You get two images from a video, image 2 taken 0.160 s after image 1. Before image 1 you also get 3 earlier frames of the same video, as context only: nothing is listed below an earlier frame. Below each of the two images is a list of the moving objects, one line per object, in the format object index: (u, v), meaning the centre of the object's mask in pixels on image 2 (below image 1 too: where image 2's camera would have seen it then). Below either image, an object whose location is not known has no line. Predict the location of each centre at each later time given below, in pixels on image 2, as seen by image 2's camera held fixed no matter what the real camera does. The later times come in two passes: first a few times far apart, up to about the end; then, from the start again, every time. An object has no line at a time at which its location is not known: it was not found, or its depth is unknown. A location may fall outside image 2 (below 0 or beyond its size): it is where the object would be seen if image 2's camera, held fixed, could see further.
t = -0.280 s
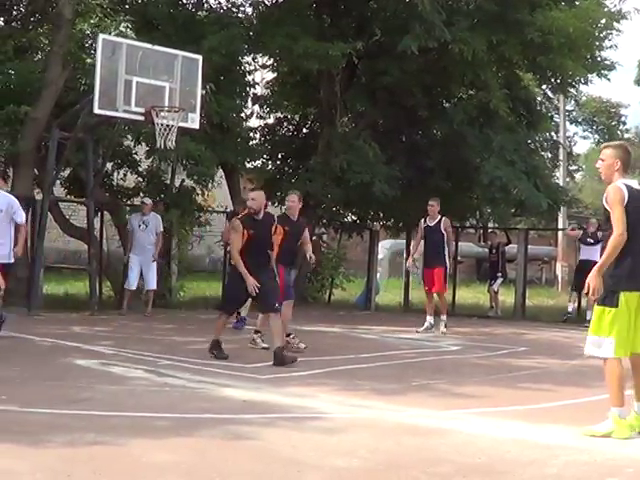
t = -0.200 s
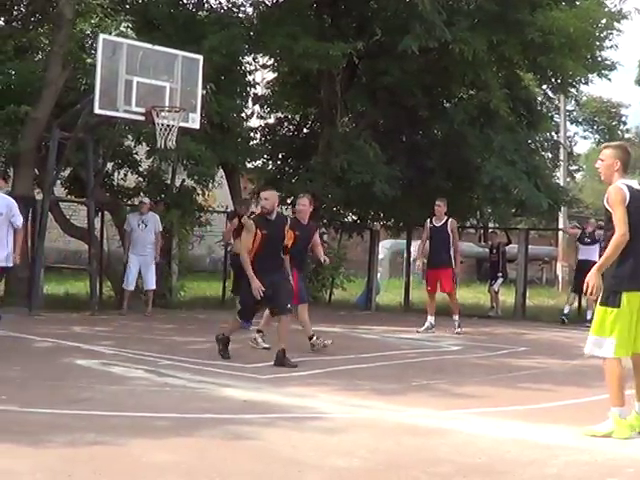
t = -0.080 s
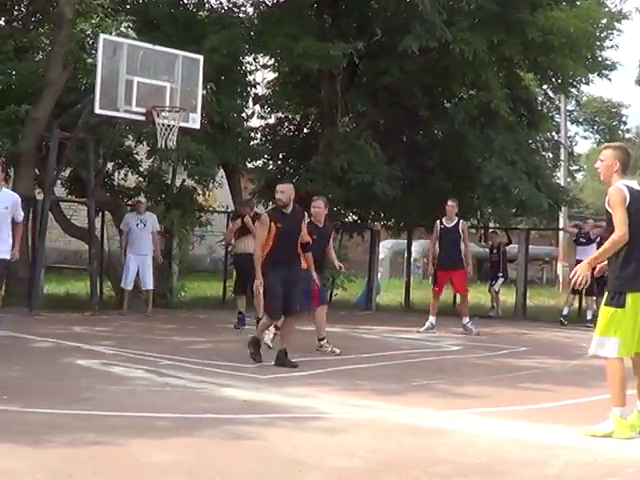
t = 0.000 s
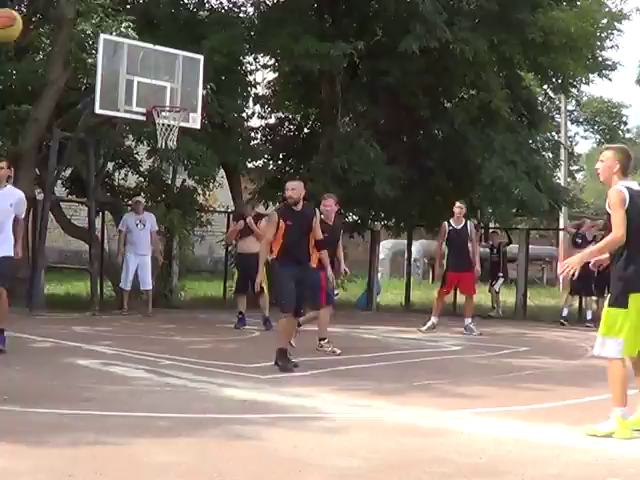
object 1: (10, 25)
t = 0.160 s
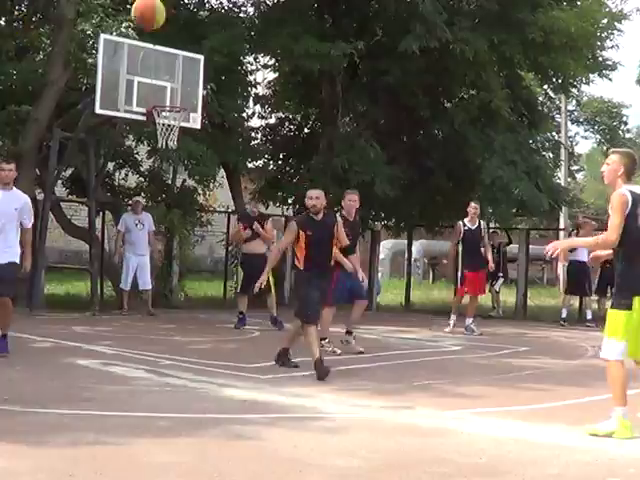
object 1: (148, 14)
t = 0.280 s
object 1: (258, 28)
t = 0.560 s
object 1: (514, 143)
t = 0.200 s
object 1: (184, 16)
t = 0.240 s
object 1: (221, 21)
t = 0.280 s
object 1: (258, 28)
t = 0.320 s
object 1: (295, 37)
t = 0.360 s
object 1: (332, 49)
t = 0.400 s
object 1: (369, 63)
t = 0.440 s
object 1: (406, 80)
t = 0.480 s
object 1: (443, 98)
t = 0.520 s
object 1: (480, 120)
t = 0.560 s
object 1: (514, 143)
